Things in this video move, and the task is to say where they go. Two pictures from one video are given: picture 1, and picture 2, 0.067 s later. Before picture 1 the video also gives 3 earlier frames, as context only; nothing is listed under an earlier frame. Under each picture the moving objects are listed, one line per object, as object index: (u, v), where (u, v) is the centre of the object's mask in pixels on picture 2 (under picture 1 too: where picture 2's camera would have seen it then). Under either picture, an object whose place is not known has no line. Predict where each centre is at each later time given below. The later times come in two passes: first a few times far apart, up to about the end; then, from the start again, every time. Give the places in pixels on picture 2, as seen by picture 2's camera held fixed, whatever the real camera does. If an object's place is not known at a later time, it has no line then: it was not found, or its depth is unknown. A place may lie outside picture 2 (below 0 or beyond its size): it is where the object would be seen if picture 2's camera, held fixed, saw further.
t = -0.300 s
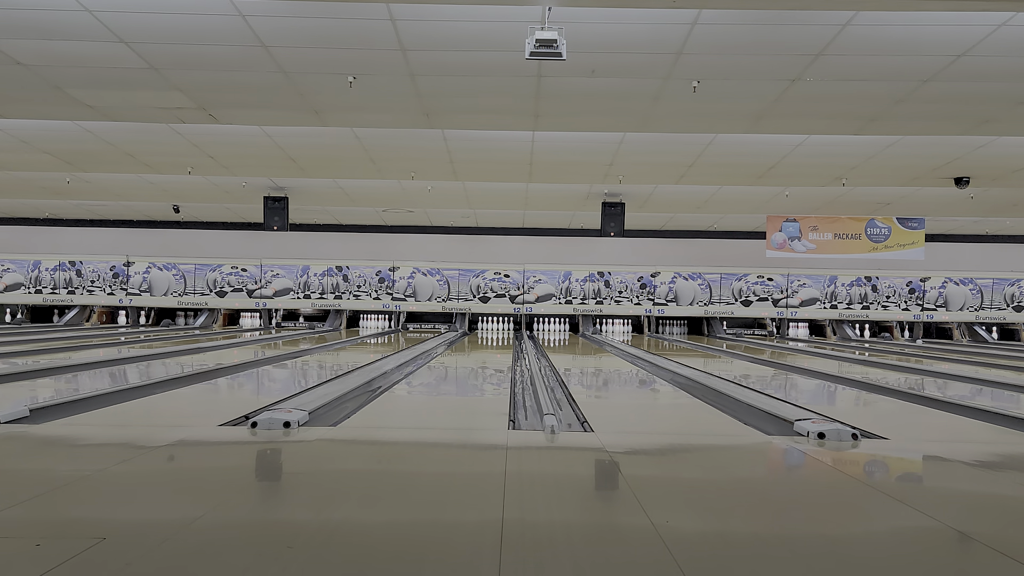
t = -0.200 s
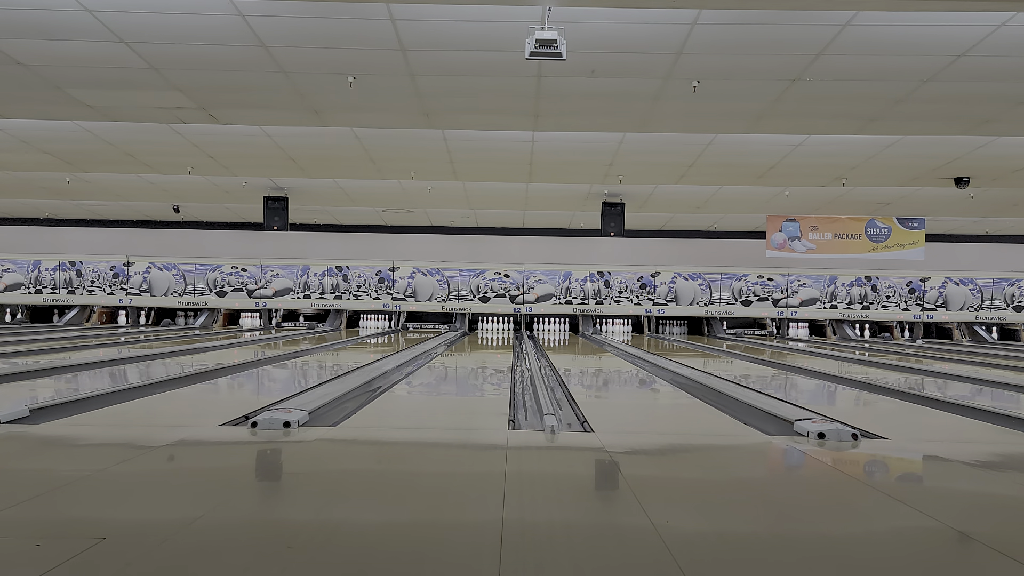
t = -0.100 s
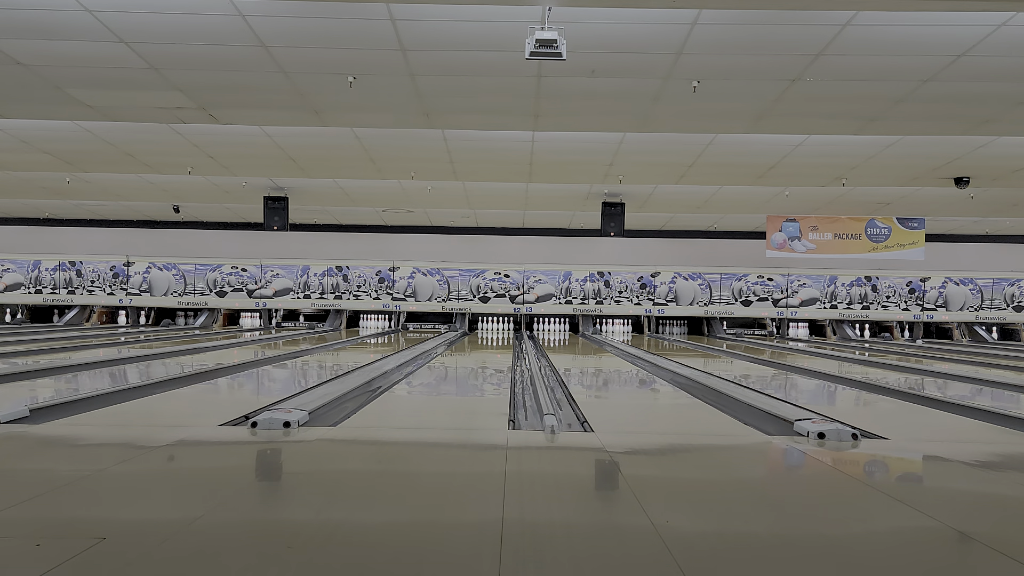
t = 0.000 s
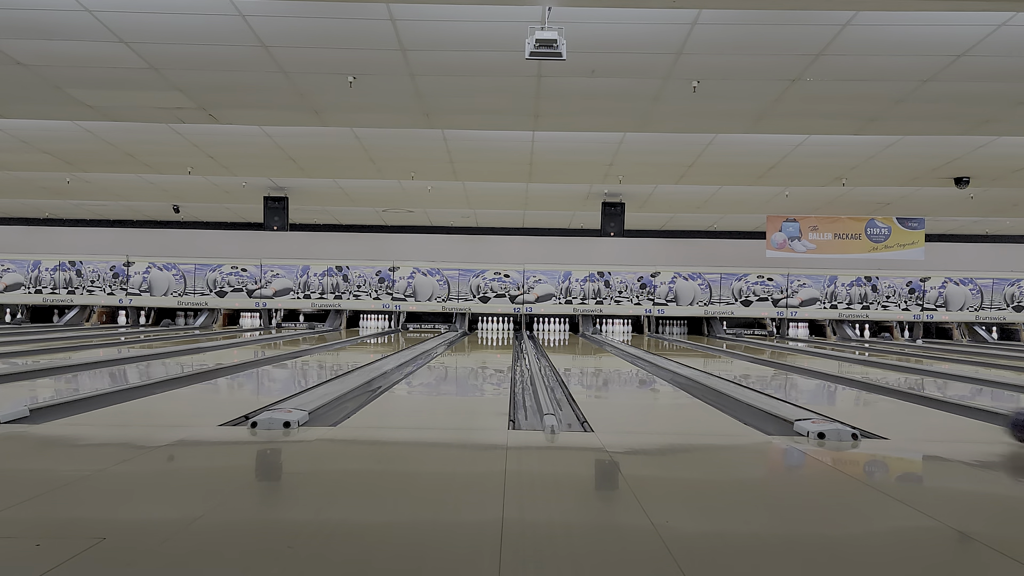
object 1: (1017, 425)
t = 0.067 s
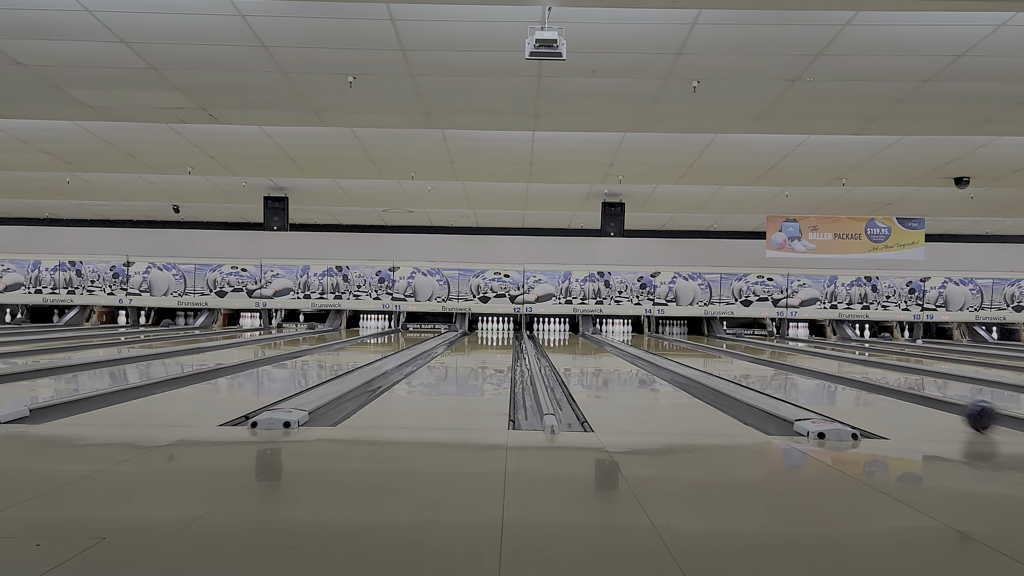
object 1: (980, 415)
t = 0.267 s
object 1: (886, 391)
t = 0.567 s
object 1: (800, 369)
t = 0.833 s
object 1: (752, 358)
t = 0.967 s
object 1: (733, 355)
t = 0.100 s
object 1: (961, 409)
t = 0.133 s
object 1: (944, 406)
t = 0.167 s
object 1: (928, 401)
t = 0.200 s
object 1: (912, 398)
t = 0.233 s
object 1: (899, 394)
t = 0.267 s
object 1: (886, 391)
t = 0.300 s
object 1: (874, 388)
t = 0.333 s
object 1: (863, 385)
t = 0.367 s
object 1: (852, 383)
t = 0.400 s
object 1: (843, 380)
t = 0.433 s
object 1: (833, 378)
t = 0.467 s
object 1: (824, 375)
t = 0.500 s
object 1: (816, 373)
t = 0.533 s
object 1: (808, 371)
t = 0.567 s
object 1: (800, 369)
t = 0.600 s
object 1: (793, 368)
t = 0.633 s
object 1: (787, 366)
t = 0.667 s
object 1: (780, 365)
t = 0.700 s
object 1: (774, 364)
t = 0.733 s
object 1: (768, 362)
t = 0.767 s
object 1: (762, 361)
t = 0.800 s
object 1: (757, 360)
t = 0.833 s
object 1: (752, 358)
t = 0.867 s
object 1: (747, 357)
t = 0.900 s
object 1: (742, 356)
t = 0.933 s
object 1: (738, 355)
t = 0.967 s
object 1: (733, 355)
